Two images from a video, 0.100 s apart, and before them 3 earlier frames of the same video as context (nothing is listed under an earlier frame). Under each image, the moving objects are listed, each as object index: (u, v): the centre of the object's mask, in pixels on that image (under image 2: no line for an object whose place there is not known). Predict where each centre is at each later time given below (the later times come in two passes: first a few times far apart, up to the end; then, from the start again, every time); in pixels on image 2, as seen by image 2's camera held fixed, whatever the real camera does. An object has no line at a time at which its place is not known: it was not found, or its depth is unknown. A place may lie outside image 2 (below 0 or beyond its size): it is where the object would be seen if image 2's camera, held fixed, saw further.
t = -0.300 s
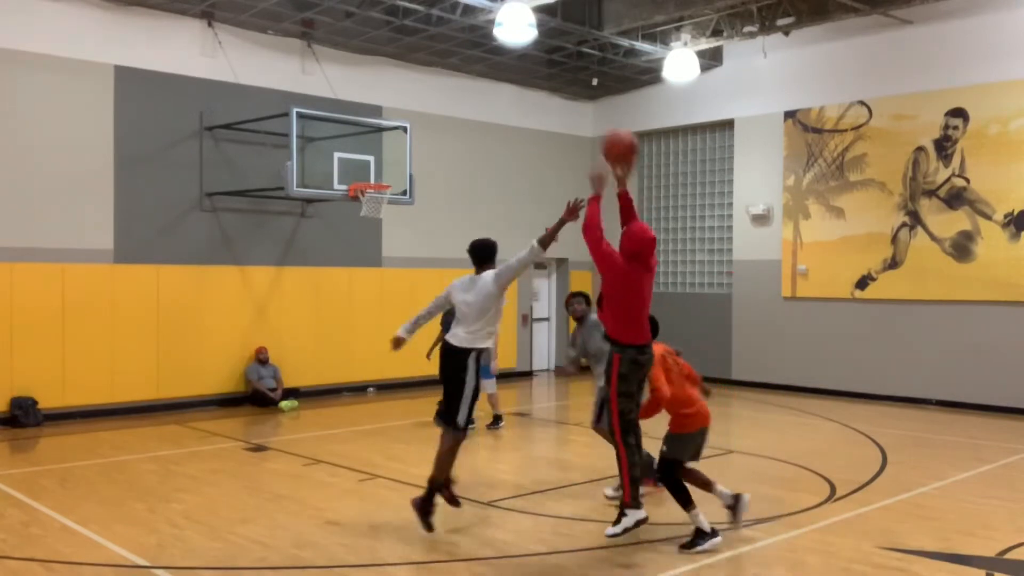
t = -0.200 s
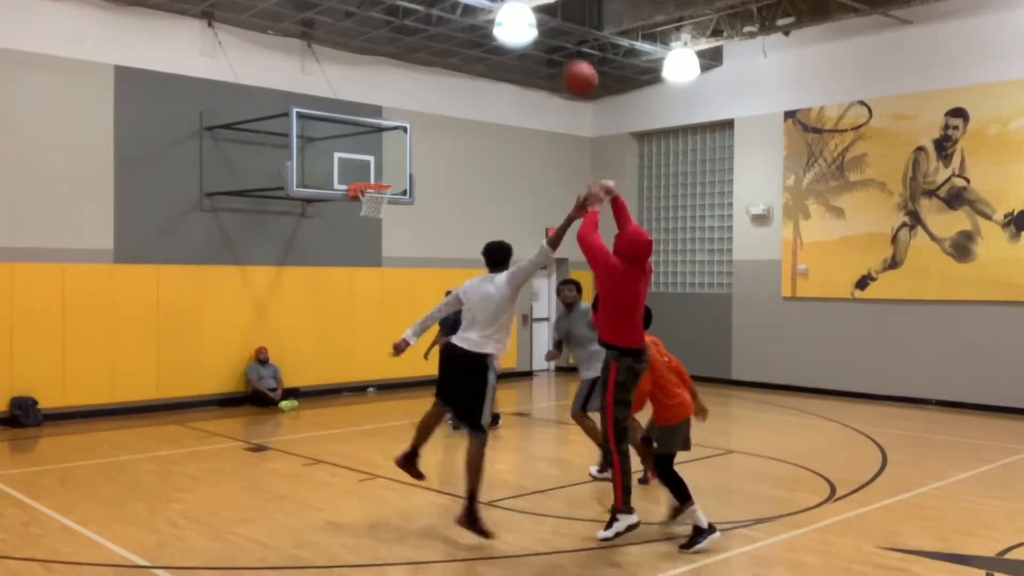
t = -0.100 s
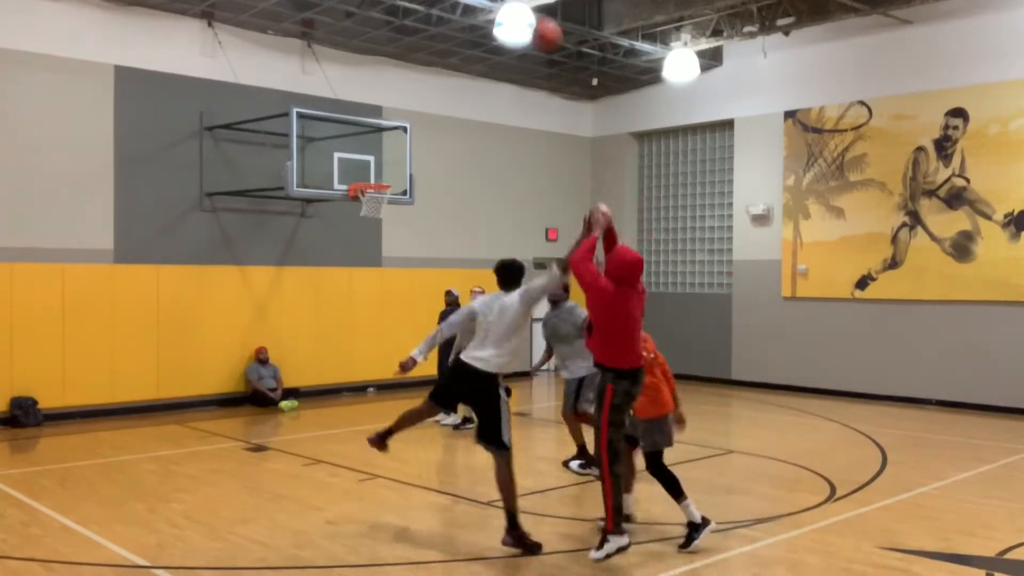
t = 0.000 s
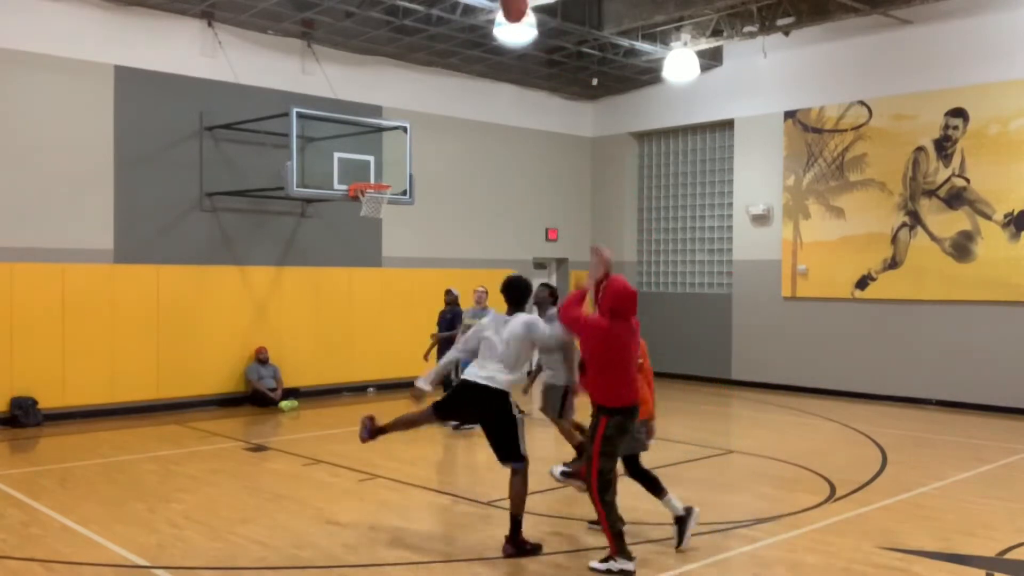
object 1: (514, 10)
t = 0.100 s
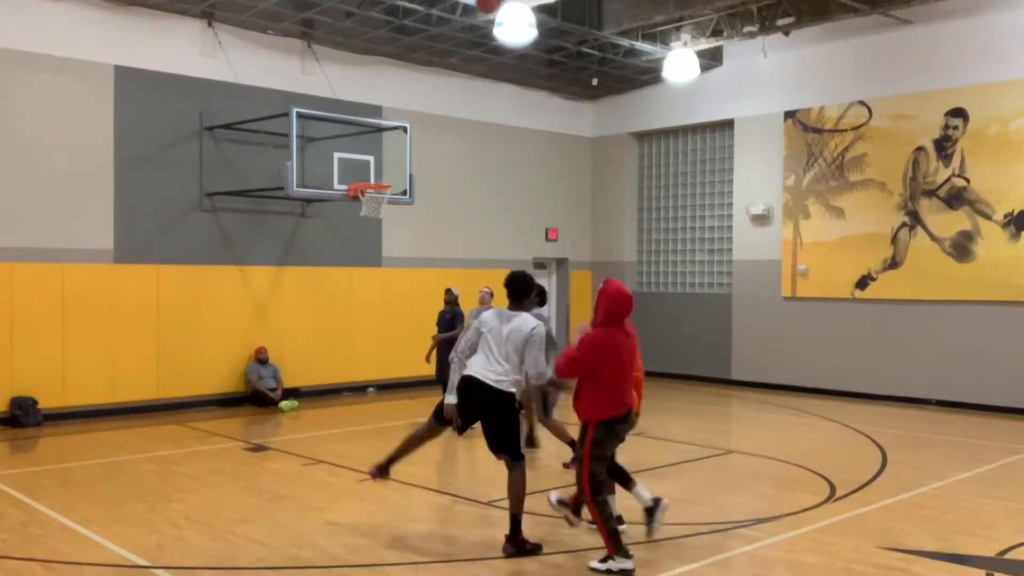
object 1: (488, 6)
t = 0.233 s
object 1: (458, 7)
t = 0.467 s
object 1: (415, 49)
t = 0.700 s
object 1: (382, 126)
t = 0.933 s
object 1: (372, 190)
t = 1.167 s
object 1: (372, 204)
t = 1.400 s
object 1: (347, 240)
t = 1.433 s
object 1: (344, 248)
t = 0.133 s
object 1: (480, 6)
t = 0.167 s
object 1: (473, 6)
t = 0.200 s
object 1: (464, 6)
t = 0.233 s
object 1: (458, 7)
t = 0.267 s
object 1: (452, 9)
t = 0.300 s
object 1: (445, 12)
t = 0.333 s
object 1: (438, 18)
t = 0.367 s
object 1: (432, 25)
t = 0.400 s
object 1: (426, 31)
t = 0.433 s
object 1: (421, 40)
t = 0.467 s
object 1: (415, 49)
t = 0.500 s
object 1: (410, 58)
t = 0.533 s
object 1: (405, 68)
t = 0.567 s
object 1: (400, 79)
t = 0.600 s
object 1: (395, 90)
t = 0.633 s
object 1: (390, 101)
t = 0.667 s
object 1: (386, 114)
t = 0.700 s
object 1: (382, 126)
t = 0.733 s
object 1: (378, 140)
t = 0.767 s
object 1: (373, 154)
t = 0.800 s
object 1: (369, 168)
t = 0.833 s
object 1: (367, 177)
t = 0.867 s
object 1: (366, 185)
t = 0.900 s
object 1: (366, 189)
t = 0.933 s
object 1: (372, 190)
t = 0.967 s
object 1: (382, 193)
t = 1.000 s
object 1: (384, 196)
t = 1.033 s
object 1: (383, 199)
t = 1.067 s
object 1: (381, 201)
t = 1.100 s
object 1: (378, 204)
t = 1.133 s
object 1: (374, 203)
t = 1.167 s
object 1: (372, 204)
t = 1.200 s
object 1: (369, 205)
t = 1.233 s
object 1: (364, 212)
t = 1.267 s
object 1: (360, 216)
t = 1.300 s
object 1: (358, 220)
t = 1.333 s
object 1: (354, 226)
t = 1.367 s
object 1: (350, 232)
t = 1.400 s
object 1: (347, 240)
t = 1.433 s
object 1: (344, 248)
